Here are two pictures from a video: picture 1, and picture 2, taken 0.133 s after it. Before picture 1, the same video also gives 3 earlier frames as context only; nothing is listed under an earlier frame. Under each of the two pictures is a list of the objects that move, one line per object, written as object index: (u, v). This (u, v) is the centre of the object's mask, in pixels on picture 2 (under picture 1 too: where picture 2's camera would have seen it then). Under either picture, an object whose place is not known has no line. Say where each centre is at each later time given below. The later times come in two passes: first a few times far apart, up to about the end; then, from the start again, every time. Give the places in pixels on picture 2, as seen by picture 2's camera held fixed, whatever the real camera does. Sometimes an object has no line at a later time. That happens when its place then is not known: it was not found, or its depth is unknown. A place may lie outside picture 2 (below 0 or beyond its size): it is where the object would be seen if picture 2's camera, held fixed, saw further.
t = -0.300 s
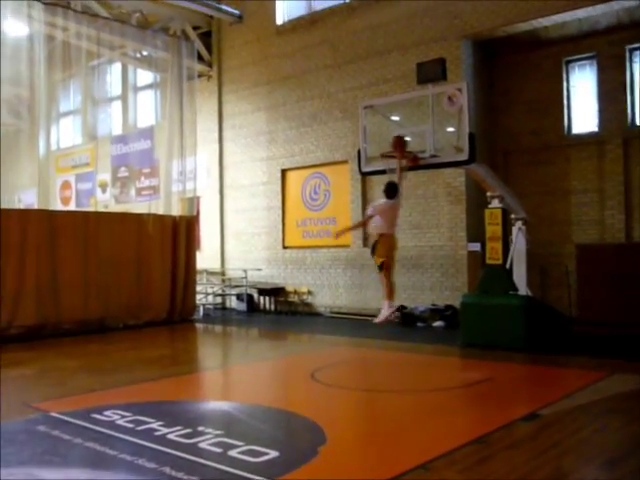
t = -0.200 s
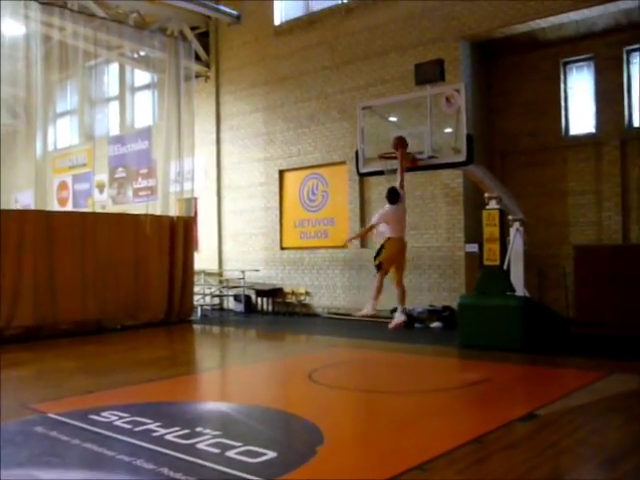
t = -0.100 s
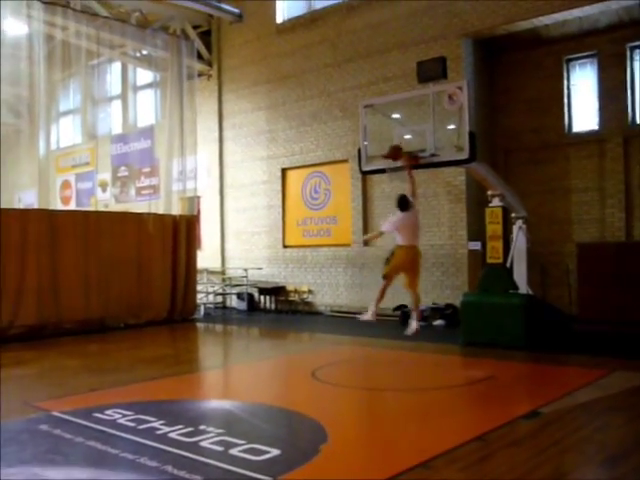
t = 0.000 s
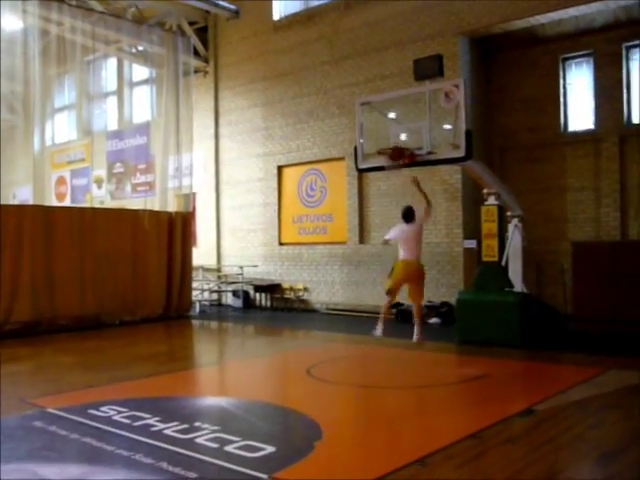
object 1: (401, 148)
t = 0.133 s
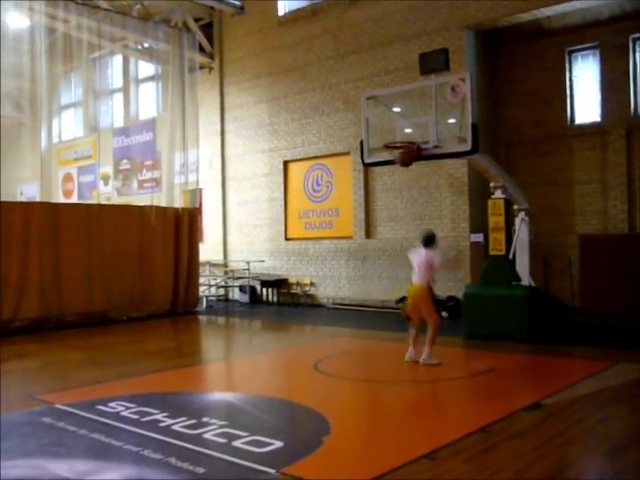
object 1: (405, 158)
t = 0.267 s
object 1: (404, 159)
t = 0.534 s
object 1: (401, 193)
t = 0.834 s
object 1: (398, 288)
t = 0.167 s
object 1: (405, 158)
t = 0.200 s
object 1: (405, 158)
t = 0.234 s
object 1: (404, 159)
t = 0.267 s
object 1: (404, 159)
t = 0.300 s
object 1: (404, 161)
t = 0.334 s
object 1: (403, 163)
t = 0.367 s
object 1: (403, 166)
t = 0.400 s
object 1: (403, 168)
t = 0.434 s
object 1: (402, 175)
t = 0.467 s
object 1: (402, 180)
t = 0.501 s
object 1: (401, 185)
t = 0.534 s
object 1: (401, 193)
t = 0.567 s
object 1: (401, 200)
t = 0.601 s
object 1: (400, 209)
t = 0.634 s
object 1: (400, 218)
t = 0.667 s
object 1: (400, 227)
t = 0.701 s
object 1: (399, 238)
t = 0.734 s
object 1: (399, 250)
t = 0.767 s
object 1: (399, 262)
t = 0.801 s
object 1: (398, 275)
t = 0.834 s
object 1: (398, 288)
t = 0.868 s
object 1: (399, 303)
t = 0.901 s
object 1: (395, 319)
